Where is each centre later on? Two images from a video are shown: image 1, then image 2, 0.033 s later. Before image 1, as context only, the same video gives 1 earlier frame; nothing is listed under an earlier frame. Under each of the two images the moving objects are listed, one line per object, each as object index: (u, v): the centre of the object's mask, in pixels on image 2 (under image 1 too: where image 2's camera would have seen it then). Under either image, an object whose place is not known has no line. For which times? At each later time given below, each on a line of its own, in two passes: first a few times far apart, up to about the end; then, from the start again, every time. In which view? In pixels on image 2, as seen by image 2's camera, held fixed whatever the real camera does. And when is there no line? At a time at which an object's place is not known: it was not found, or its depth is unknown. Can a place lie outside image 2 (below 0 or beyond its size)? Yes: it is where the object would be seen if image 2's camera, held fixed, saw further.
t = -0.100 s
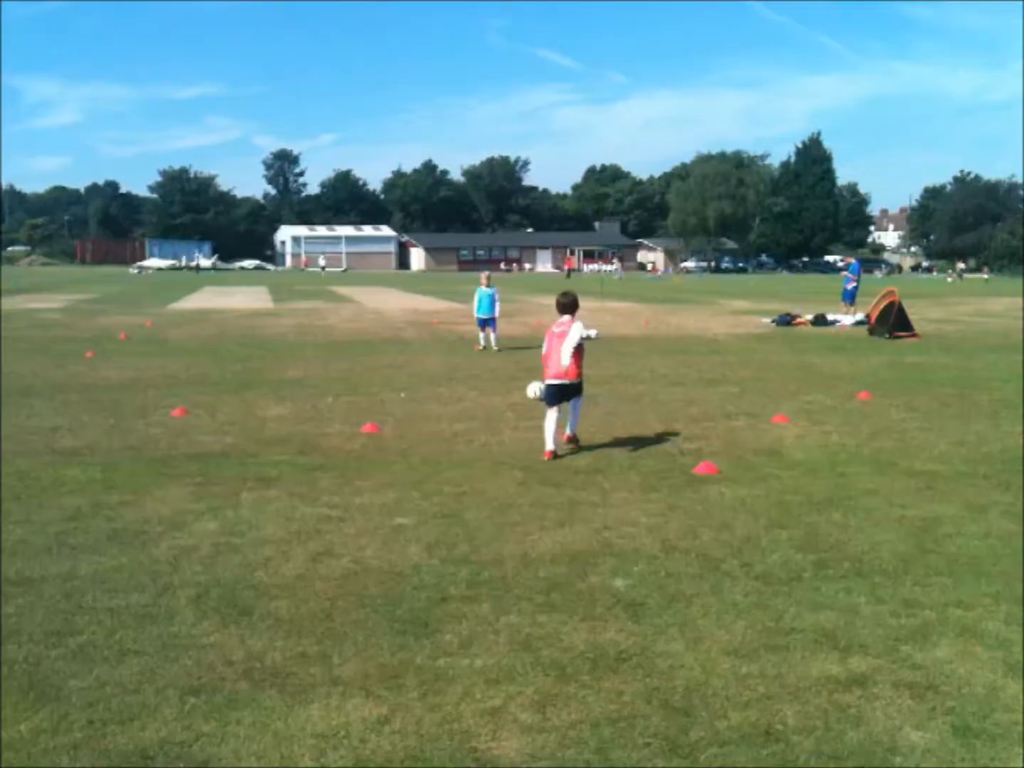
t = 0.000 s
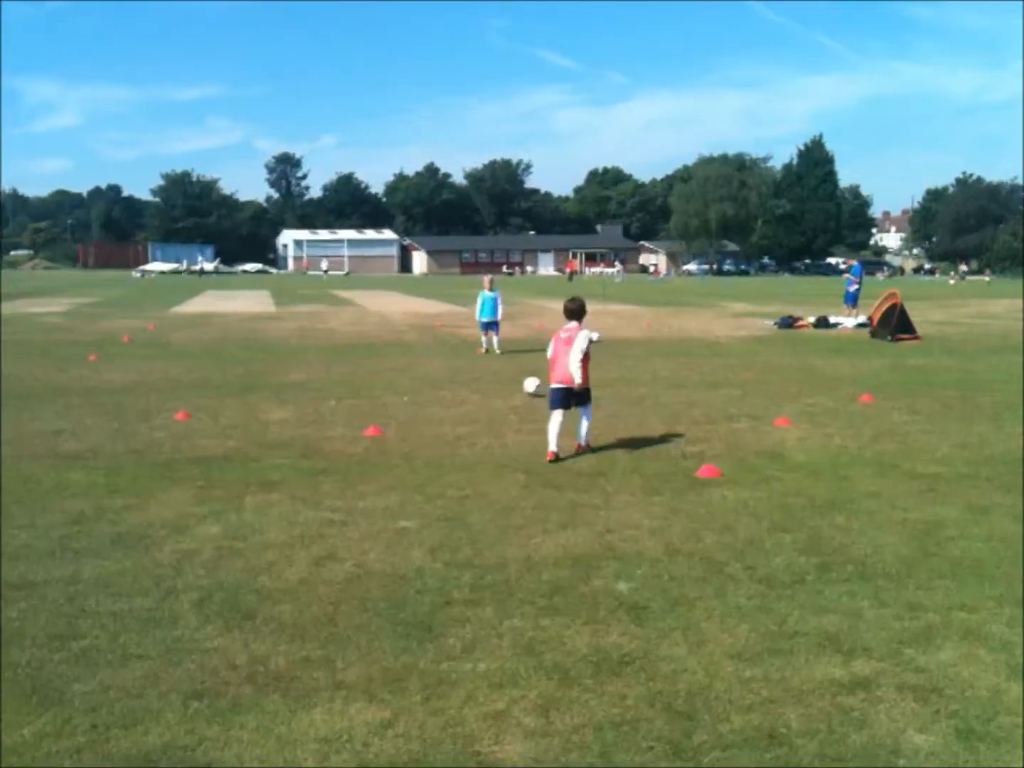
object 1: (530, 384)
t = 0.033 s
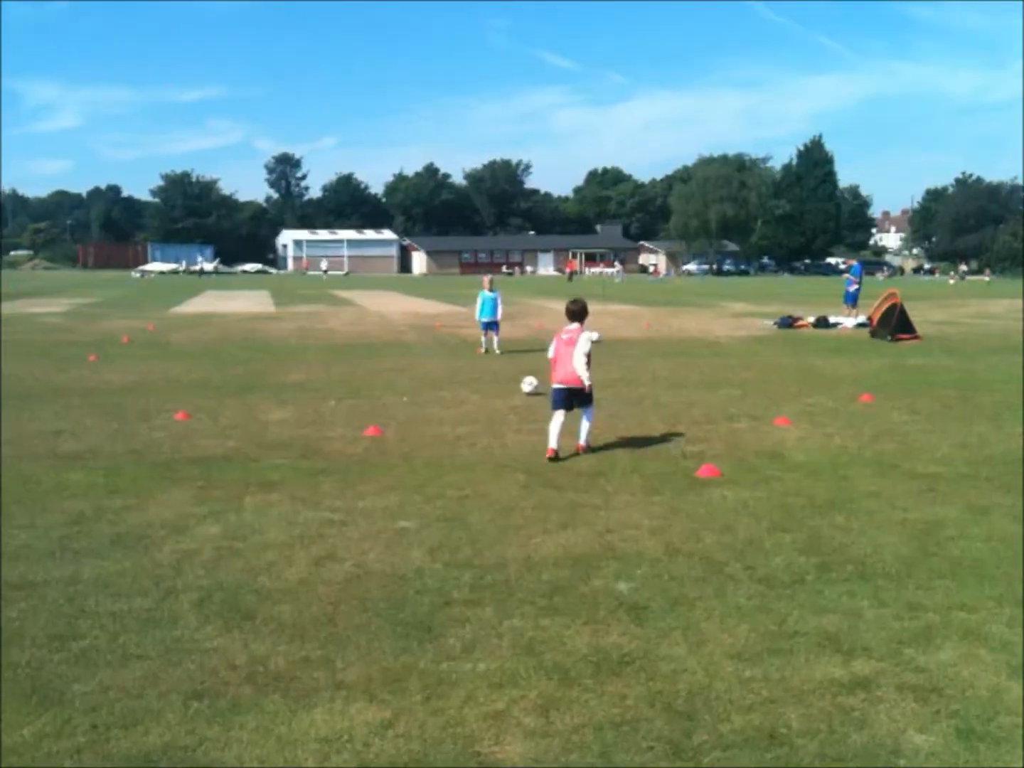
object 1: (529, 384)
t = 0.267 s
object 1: (517, 374)
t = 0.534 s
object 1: (506, 363)
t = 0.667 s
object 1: (503, 358)
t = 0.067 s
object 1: (527, 383)
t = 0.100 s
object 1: (526, 381)
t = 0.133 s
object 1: (524, 379)
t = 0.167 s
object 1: (522, 377)
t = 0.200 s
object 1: (520, 377)
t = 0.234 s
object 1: (518, 376)
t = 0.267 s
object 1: (517, 374)
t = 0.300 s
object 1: (515, 373)
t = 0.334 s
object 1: (513, 372)
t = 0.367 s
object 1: (512, 370)
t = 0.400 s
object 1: (511, 368)
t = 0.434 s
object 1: (510, 368)
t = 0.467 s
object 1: (509, 367)
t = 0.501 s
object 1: (507, 365)
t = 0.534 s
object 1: (506, 363)
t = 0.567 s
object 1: (505, 363)
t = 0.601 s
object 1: (505, 362)
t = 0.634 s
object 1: (503, 360)
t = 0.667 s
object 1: (503, 358)
